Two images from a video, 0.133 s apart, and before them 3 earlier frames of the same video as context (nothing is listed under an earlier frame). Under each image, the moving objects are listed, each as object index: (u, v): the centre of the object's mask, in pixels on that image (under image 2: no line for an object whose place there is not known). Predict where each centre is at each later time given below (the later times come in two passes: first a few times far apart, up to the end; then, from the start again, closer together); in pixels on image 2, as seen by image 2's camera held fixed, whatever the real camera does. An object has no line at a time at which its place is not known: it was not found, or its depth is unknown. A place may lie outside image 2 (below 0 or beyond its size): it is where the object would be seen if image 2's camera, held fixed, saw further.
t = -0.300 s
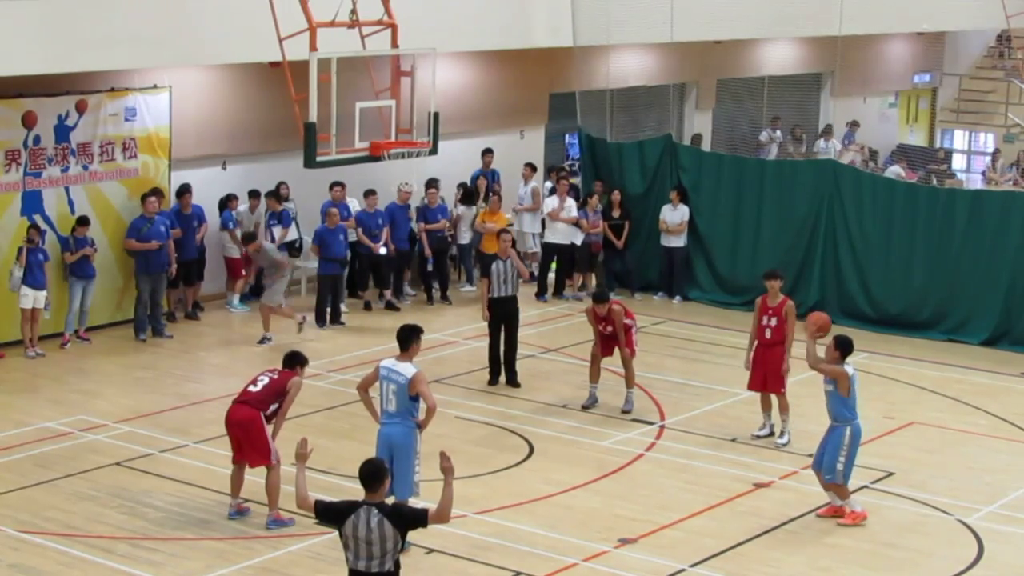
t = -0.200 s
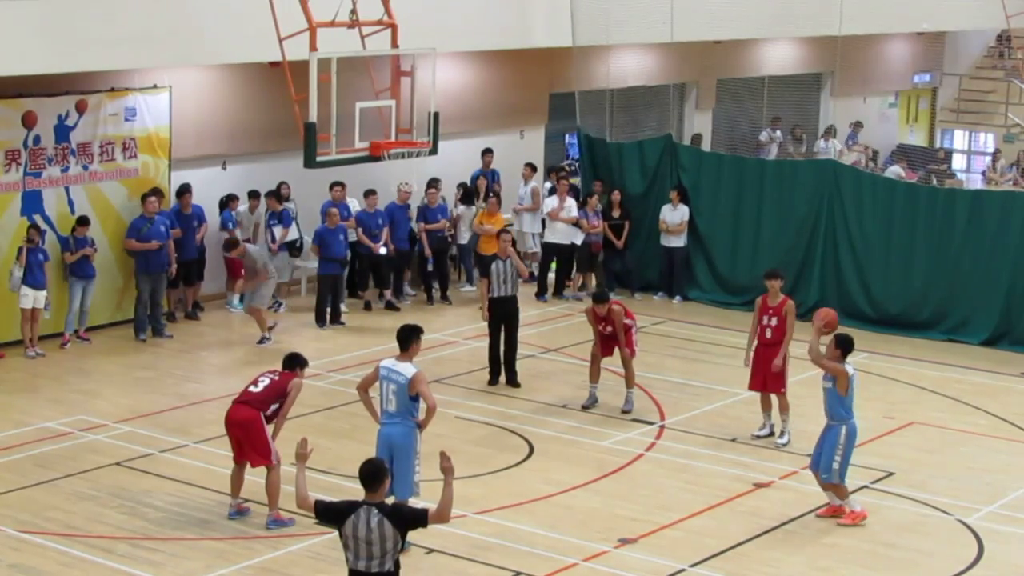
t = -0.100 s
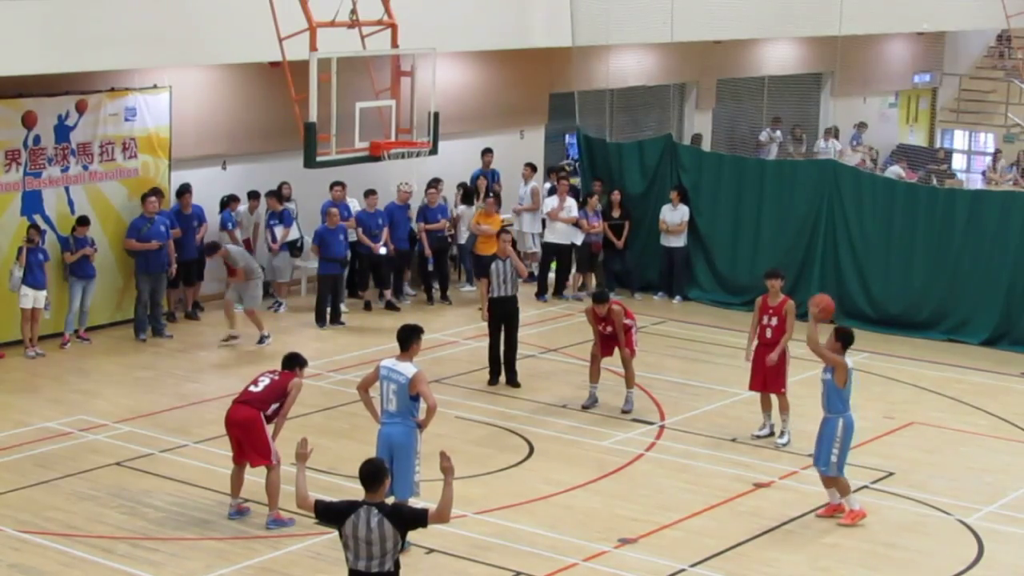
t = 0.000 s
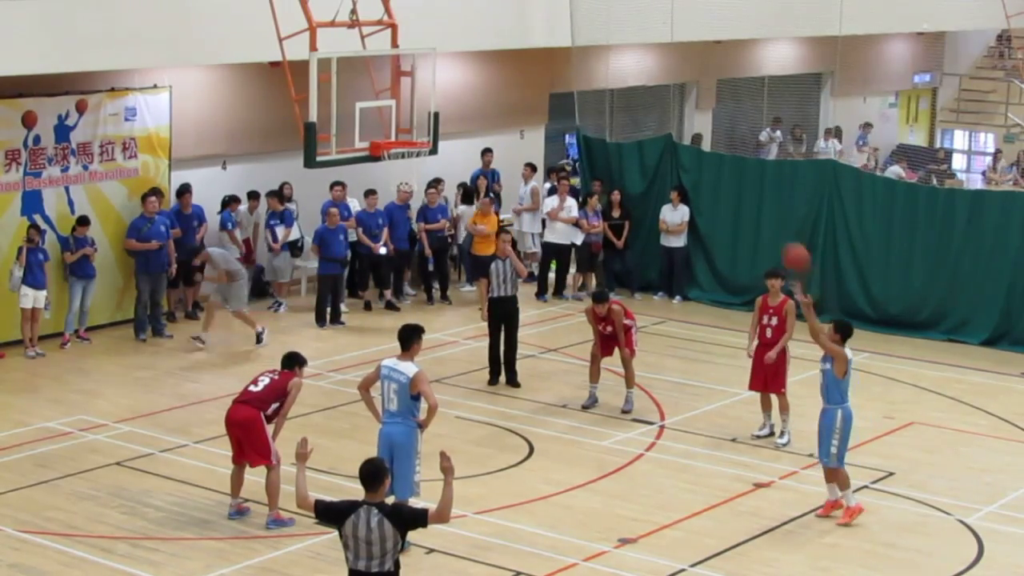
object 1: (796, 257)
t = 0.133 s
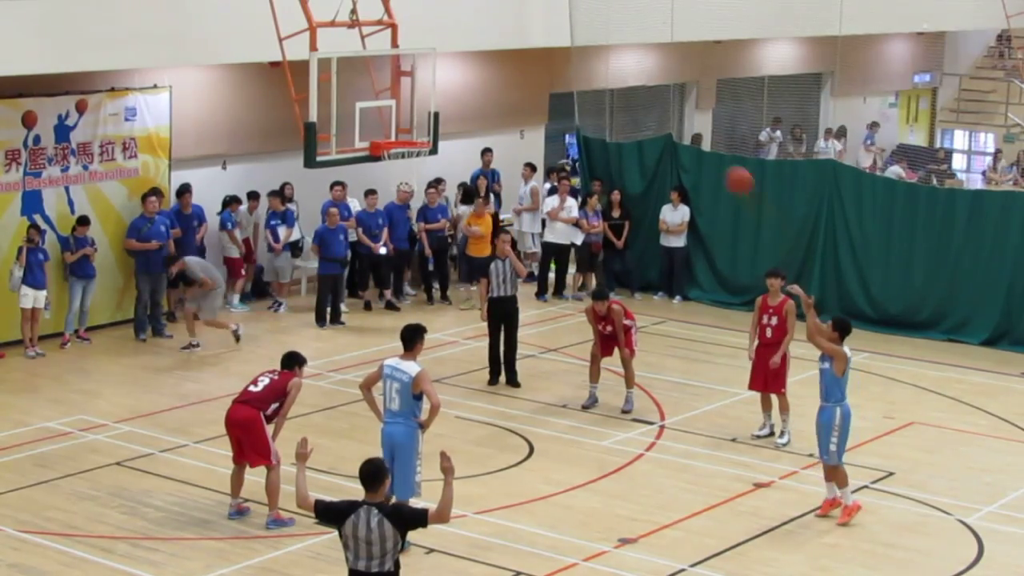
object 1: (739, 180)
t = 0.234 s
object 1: (696, 135)
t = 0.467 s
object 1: (597, 75)
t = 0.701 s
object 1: (505, 71)
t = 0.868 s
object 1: (440, 102)
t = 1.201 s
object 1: (412, 185)
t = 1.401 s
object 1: (407, 251)
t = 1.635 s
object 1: (399, 371)
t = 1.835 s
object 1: (388, 357)
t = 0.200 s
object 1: (711, 149)
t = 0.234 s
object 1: (696, 135)
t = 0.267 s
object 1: (682, 123)
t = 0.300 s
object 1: (668, 112)
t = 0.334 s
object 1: (654, 102)
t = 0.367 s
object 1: (641, 94)
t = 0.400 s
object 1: (627, 86)
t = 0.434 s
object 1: (612, 79)
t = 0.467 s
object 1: (597, 75)
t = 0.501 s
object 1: (584, 71)
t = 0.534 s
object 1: (572, 69)
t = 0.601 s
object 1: (544, 66)
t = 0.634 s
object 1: (532, 66)
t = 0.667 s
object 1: (518, 68)
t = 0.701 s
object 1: (505, 71)
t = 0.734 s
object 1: (491, 76)
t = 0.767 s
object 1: (478, 81)
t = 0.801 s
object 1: (466, 87)
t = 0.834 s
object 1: (453, 94)
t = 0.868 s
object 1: (440, 102)
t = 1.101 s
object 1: (415, 163)
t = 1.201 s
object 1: (412, 185)
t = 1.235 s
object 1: (411, 193)
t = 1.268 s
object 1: (411, 203)
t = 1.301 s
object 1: (409, 213)
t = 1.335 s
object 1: (408, 223)
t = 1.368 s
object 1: (408, 237)
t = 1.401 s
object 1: (407, 251)
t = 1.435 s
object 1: (406, 266)
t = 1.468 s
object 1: (404, 280)
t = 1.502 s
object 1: (404, 296)
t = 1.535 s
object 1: (402, 315)
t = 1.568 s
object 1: (401, 333)
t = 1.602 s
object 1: (401, 352)
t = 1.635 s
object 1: (399, 371)
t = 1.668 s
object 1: (398, 392)
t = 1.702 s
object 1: (398, 413)
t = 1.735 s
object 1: (395, 408)
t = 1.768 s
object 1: (392, 389)
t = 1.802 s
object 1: (390, 372)
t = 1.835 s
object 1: (388, 357)
